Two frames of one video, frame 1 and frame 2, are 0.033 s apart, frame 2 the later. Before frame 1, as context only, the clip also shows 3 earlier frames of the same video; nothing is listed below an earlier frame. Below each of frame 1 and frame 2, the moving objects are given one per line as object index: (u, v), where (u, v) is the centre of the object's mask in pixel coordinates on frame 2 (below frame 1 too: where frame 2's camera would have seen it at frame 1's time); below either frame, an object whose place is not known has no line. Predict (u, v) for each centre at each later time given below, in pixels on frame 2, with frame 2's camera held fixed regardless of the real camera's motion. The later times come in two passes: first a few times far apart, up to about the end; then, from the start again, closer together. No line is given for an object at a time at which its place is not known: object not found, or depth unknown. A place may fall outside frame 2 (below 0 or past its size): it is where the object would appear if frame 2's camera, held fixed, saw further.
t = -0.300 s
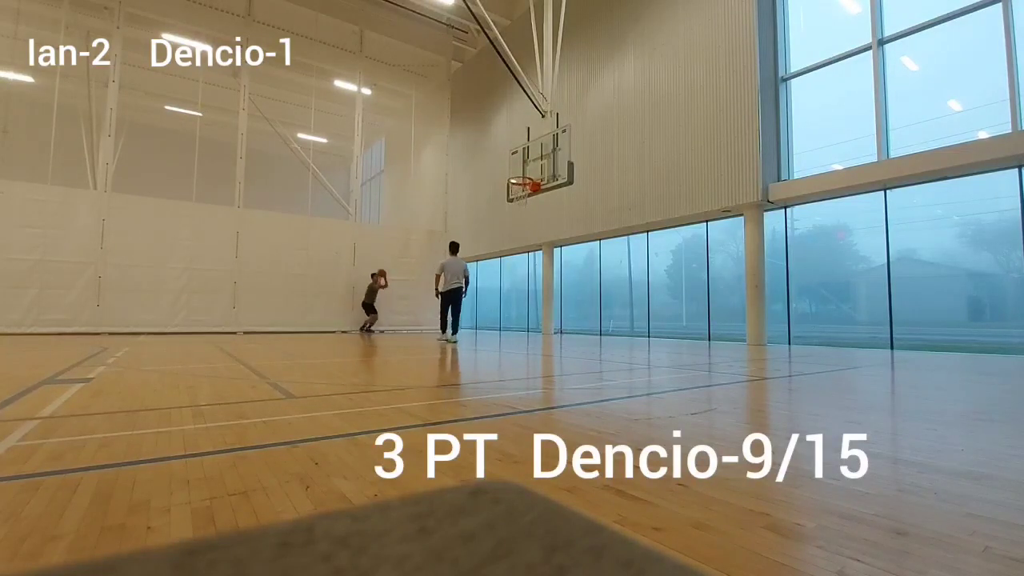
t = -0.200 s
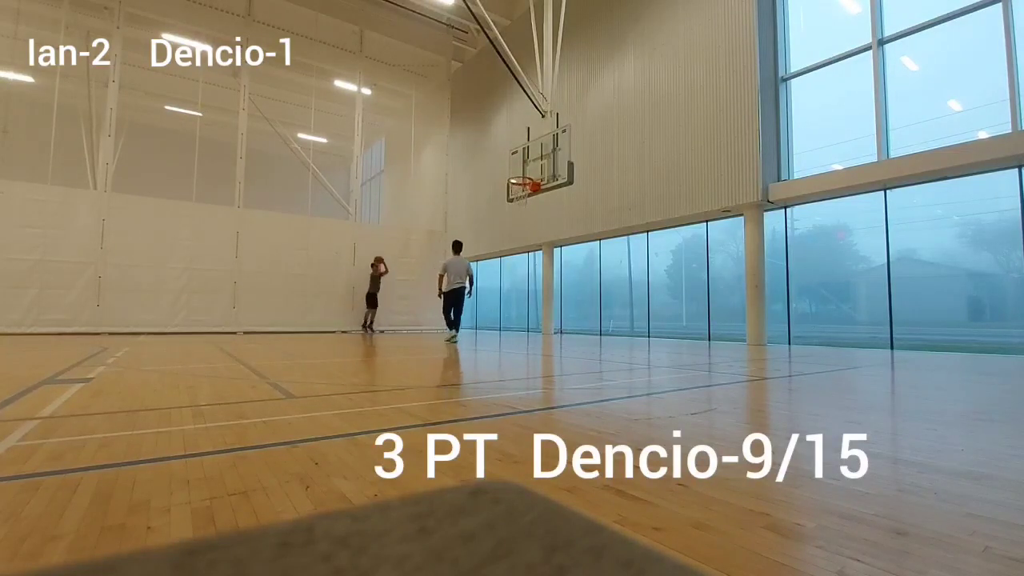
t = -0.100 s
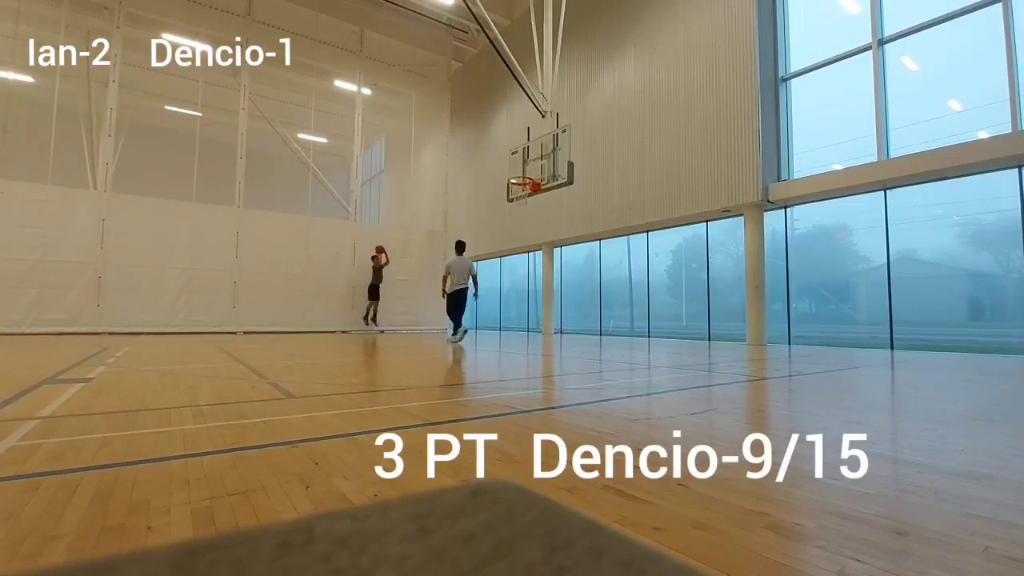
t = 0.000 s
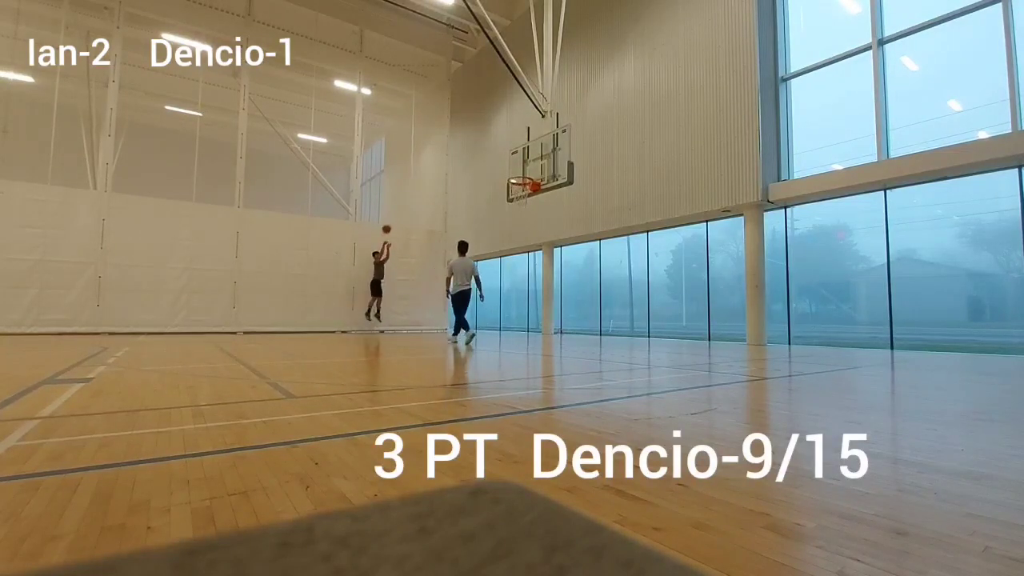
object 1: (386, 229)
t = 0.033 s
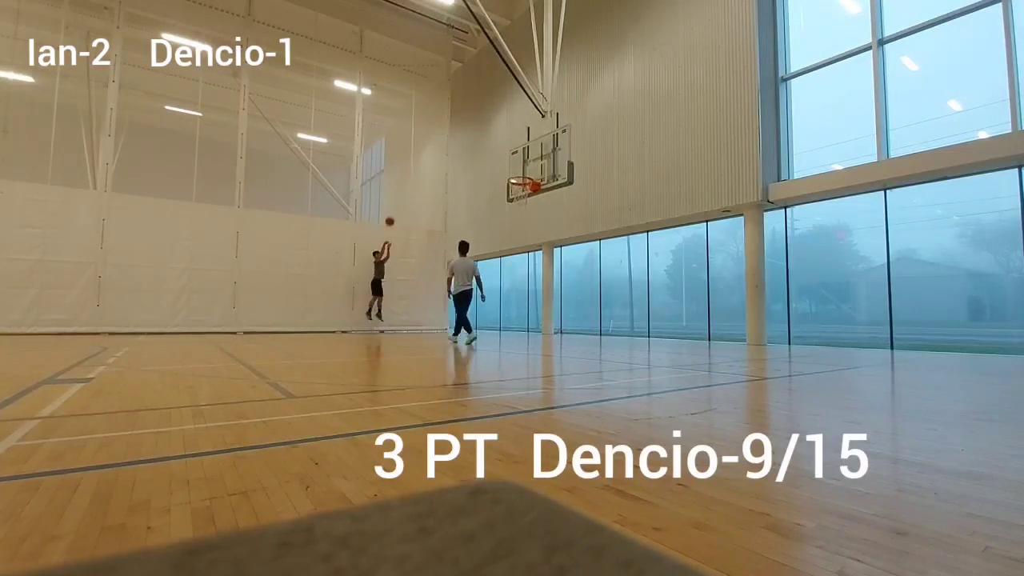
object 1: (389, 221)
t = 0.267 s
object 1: (413, 177)
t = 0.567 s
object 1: (447, 145)
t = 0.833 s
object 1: (480, 146)
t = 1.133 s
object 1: (524, 187)
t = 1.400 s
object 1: (545, 220)
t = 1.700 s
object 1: (570, 305)
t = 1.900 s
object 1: (574, 303)
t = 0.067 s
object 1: (393, 214)
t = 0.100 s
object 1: (396, 207)
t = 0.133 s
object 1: (399, 200)
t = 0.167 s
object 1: (402, 194)
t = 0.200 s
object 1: (406, 188)
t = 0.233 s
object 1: (410, 182)
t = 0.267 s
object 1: (413, 177)
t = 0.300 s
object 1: (416, 172)
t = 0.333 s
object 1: (420, 167)
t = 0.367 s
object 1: (423, 162)
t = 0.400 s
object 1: (427, 159)
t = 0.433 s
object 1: (431, 155)
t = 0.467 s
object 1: (435, 152)
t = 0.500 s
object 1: (439, 149)
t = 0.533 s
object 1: (443, 147)
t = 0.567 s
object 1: (447, 145)
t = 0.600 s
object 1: (451, 144)
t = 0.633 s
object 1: (455, 143)
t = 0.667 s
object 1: (459, 142)
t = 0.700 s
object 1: (463, 142)
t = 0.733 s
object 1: (467, 142)
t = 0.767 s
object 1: (471, 143)
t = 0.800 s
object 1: (475, 144)
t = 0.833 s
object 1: (480, 146)
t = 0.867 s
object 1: (485, 148)
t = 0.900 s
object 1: (489, 151)
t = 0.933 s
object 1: (494, 154)
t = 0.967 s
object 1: (499, 158)
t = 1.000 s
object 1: (504, 163)
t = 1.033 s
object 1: (509, 168)
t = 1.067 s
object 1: (514, 173)
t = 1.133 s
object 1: (524, 187)
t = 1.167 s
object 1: (528, 190)
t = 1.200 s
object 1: (531, 193)
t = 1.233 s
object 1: (533, 195)
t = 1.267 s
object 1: (536, 199)
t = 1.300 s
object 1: (538, 204)
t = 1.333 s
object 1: (541, 209)
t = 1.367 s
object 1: (543, 214)
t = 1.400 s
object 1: (545, 220)
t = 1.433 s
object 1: (548, 227)
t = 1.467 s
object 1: (550, 234)
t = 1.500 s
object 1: (553, 242)
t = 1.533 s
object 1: (556, 250)
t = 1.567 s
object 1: (559, 260)
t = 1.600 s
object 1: (562, 270)
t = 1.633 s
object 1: (565, 281)
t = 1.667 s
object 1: (568, 293)
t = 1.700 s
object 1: (570, 305)
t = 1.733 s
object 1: (573, 318)
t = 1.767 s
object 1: (577, 332)
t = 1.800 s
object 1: (577, 334)
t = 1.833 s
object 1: (576, 323)
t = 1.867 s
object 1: (575, 312)
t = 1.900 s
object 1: (574, 303)
